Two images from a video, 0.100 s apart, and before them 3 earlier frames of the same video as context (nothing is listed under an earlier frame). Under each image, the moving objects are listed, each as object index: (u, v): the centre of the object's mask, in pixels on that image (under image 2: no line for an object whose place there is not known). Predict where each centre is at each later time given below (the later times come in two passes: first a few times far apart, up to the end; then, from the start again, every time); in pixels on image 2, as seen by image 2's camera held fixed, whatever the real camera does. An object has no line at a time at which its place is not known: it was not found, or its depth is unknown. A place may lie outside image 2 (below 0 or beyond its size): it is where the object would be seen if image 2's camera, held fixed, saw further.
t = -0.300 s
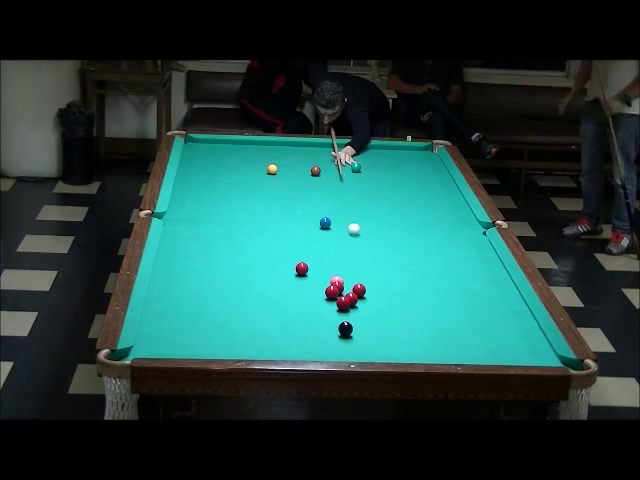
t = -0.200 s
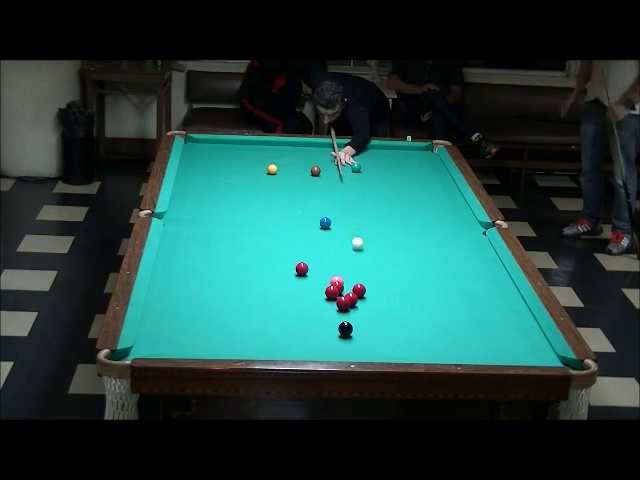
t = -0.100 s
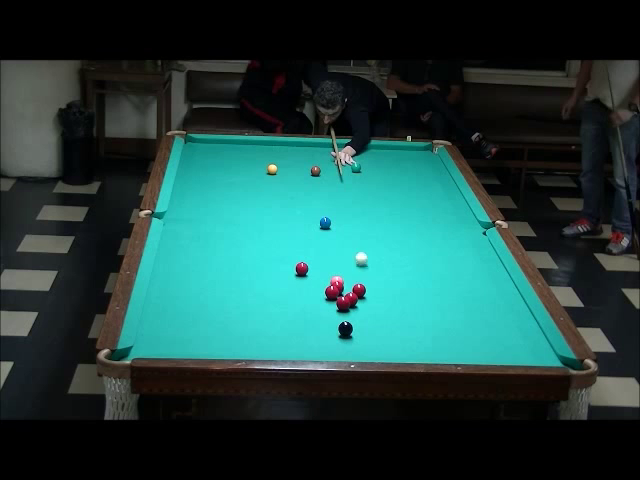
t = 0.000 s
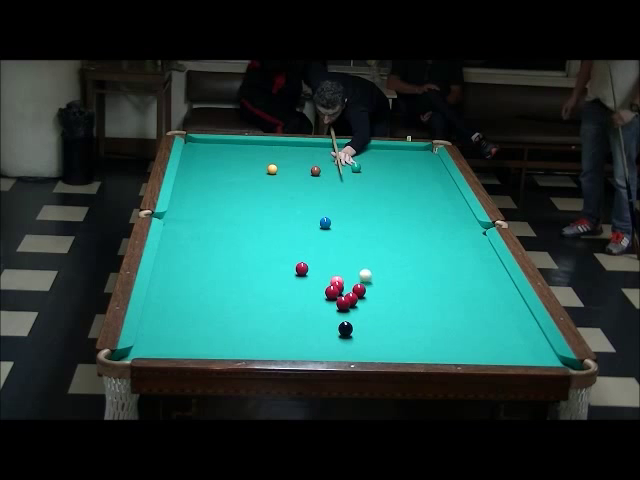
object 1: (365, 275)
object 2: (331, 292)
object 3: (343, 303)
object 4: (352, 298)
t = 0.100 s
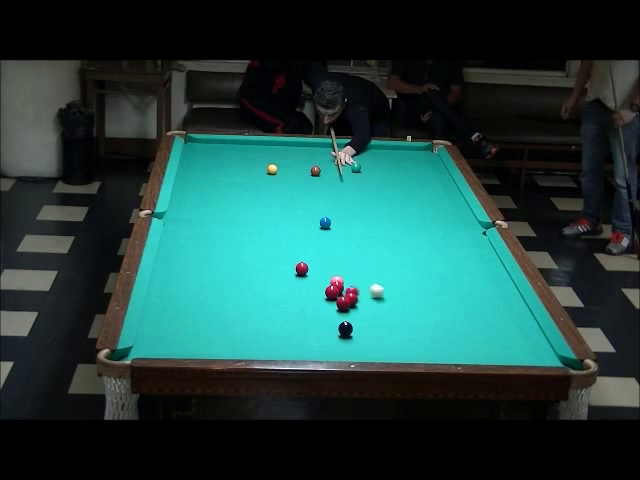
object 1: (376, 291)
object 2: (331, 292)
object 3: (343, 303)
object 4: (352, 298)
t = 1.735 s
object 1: (473, 273)
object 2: (186, 275)
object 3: (292, 332)
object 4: (412, 319)
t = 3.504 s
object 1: (381, 209)
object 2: (181, 272)
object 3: (286, 336)
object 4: (418, 321)
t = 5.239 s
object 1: (346, 182)
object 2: (181, 272)
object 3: (286, 336)
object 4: (418, 321)
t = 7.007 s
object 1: (339, 176)
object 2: (181, 272)
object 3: (286, 336)
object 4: (418, 321)
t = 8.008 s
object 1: (339, 176)
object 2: (181, 271)
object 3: (286, 336)
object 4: (418, 321)
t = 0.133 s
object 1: (384, 295)
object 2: (331, 292)
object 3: (342, 303)
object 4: (353, 299)
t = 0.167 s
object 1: (392, 299)
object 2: (326, 292)
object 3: (340, 304)
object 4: (354, 301)
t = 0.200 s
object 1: (399, 303)
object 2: (322, 291)
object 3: (339, 305)
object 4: (355, 301)
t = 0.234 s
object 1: (406, 308)
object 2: (318, 291)
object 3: (337, 306)
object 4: (357, 302)
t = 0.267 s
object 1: (413, 312)
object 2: (314, 290)
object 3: (336, 306)
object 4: (359, 302)
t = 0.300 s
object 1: (421, 317)
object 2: (310, 290)
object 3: (335, 308)
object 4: (361, 303)
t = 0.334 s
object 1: (428, 322)
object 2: (307, 290)
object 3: (333, 308)
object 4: (363, 303)
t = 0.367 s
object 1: (435, 327)
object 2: (303, 289)
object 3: (332, 309)
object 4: (365, 304)
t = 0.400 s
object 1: (443, 331)
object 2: (299, 289)
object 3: (331, 310)
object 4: (366, 305)
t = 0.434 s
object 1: (451, 336)
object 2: (296, 288)
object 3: (329, 310)
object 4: (368, 305)
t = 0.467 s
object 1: (458, 341)
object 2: (292, 288)
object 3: (328, 312)
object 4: (370, 305)
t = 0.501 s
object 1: (466, 346)
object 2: (289, 287)
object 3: (327, 312)
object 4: (372, 306)
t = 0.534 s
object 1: (475, 351)
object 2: (285, 287)
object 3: (326, 313)
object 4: (373, 307)
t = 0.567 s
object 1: (482, 353)
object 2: (282, 287)
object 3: (324, 314)
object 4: (375, 307)
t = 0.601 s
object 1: (490, 355)
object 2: (278, 287)
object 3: (323, 314)
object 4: (376, 308)
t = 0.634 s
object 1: (492, 353)
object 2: (275, 286)
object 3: (322, 315)
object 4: (378, 308)
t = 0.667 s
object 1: (494, 351)
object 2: (272, 286)
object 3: (321, 316)
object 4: (379, 309)
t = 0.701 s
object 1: (496, 349)
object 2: (268, 285)
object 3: (320, 316)
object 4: (381, 309)
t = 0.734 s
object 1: (498, 345)
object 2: (265, 285)
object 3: (319, 317)
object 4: (382, 310)
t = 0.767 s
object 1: (500, 342)
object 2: (262, 285)
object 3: (318, 318)
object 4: (384, 310)
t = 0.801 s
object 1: (502, 339)
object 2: (259, 284)
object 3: (316, 318)
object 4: (385, 311)
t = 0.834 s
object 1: (504, 336)
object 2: (255, 284)
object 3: (315, 319)
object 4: (387, 311)
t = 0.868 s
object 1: (506, 333)
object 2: (252, 283)
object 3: (314, 320)
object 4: (388, 311)
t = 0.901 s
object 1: (508, 330)
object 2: (249, 283)
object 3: (313, 320)
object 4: (389, 312)
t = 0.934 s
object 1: (510, 327)
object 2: (246, 283)
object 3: (312, 321)
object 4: (391, 312)
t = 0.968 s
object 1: (512, 324)
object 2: (243, 283)
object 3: (311, 321)
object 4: (392, 313)
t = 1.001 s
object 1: (513, 321)
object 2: (240, 282)
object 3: (310, 322)
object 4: (393, 313)
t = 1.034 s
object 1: (515, 318)
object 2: (238, 281)
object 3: (309, 323)
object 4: (394, 313)
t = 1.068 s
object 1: (517, 315)
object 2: (235, 281)
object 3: (308, 323)
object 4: (395, 314)
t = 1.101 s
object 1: (519, 313)
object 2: (232, 281)
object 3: (307, 324)
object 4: (397, 314)
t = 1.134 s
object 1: (520, 310)
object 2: (229, 281)
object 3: (306, 325)
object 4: (398, 315)
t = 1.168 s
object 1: (521, 307)
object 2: (226, 281)
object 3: (305, 325)
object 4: (399, 315)
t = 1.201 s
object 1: (519, 305)
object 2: (224, 280)
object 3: (305, 326)
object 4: (400, 315)
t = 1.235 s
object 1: (515, 303)
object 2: (221, 280)
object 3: (303, 326)
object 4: (401, 316)
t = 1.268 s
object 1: (512, 301)
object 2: (218, 279)
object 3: (302, 326)
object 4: (402, 316)
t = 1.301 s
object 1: (509, 299)
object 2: (216, 279)
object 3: (301, 327)
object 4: (403, 316)
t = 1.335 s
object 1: (506, 297)
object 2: (213, 279)
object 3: (301, 328)
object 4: (404, 316)
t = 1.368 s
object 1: (503, 294)
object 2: (211, 279)
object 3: (300, 328)
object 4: (405, 317)
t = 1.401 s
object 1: (500, 292)
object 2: (208, 279)
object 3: (299, 328)
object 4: (405, 317)
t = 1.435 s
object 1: (497, 290)
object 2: (206, 278)
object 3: (298, 329)
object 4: (406, 317)
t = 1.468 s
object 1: (494, 288)
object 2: (203, 278)
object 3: (298, 329)
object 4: (407, 318)
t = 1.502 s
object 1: (491, 286)
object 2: (201, 277)
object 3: (297, 330)
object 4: (408, 318)
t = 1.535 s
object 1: (488, 284)
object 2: (199, 277)
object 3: (296, 330)
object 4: (409, 318)
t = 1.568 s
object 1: (486, 282)
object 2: (197, 277)
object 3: (296, 330)
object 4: (409, 319)
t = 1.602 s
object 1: (483, 281)
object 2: (194, 277)
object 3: (295, 331)
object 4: (410, 319)
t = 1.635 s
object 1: (481, 279)
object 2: (192, 276)
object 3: (294, 331)
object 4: (410, 319)
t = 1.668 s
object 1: (478, 277)
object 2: (190, 276)
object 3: (294, 332)
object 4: (411, 319)
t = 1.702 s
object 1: (475, 275)
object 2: (188, 276)
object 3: (293, 332)
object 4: (412, 319)
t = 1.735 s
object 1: (473, 273)
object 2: (186, 275)
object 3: (292, 332)
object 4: (412, 319)
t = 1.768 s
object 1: (470, 271)
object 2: (184, 275)
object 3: (292, 332)
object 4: (413, 320)
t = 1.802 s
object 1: (468, 270)
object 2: (182, 275)
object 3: (292, 333)
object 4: (413, 320)
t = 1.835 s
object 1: (465, 268)
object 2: (180, 275)
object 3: (291, 333)
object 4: (414, 320)
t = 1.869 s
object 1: (463, 267)
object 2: (178, 275)
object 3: (291, 334)
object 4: (414, 320)
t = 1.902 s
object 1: (461, 265)
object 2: (176, 274)
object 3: (290, 334)
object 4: (415, 320)
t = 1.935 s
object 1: (458, 264)
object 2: (174, 274)
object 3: (290, 334)
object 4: (415, 320)
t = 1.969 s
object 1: (456, 262)
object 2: (172, 274)
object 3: (289, 334)
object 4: (416, 320)
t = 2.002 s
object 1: (454, 260)
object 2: (170, 274)
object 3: (289, 335)
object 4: (416, 320)
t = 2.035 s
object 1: (452, 259)
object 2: (169, 274)
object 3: (289, 335)
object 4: (416, 321)
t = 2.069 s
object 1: (450, 257)
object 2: (167, 273)
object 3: (289, 335)
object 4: (417, 321)
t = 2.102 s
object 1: (448, 256)
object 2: (165, 273)
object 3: (288, 335)
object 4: (417, 321)
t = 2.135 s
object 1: (445, 254)
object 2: (164, 273)
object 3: (288, 335)
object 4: (417, 321)
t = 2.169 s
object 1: (443, 253)
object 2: (162, 273)
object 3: (288, 335)
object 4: (417, 321)
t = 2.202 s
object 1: (441, 251)
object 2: (160, 273)
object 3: (288, 336)
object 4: (417, 321)
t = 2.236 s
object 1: (439, 250)
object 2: (159, 273)
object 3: (288, 336)
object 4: (418, 321)
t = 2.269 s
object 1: (437, 249)
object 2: (158, 272)
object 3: (287, 336)
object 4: (418, 321)
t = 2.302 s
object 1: (435, 247)
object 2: (159, 272)
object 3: (287, 336)
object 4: (418, 321)
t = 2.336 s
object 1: (433, 246)
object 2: (160, 272)
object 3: (287, 336)
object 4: (418, 321)
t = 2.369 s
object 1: (431, 245)
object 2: (161, 272)
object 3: (287, 336)
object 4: (418, 321)
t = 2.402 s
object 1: (430, 243)
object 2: (162, 272)
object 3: (287, 336)
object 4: (418, 321)
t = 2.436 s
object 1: (428, 242)
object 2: (163, 272)
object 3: (287, 336)
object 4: (418, 321)
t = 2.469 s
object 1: (426, 241)
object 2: (164, 272)
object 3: (287, 336)
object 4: (418, 321)
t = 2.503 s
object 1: (424, 240)
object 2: (165, 272)
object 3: (287, 336)
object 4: (418, 321)
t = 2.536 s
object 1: (422, 238)
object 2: (166, 272)
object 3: (287, 336)
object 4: (418, 321)
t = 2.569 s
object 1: (421, 237)
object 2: (167, 272)
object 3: (287, 336)
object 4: (418, 321)
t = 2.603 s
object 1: (419, 236)
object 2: (168, 272)
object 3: (287, 336)
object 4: (418, 321)
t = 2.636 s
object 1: (417, 234)
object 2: (169, 272)
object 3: (287, 336)
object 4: (418, 321)
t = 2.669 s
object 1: (416, 234)
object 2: (170, 272)
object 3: (286, 336)
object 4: (418, 321)
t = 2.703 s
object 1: (414, 232)
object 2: (171, 272)
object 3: (286, 336)
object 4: (418, 321)
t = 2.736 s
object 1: (412, 231)
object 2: (171, 272)
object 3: (286, 336)
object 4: (418, 321)
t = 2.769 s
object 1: (411, 230)
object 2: (172, 272)
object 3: (286, 336)
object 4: (418, 321)
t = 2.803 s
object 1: (409, 229)
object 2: (173, 272)
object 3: (286, 336)
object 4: (418, 321)
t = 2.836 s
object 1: (408, 228)
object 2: (173, 272)
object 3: (286, 336)
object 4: (418, 321)
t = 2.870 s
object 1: (406, 227)
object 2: (174, 272)
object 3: (286, 336)
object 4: (418, 321)
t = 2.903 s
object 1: (405, 226)
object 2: (175, 272)
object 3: (286, 336)
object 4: (418, 321)
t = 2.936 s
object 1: (403, 224)
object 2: (176, 272)
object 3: (286, 336)
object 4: (418, 321)
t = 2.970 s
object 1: (402, 224)
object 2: (176, 272)
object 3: (286, 336)
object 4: (418, 321)
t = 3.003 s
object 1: (400, 223)
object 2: (177, 272)
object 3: (286, 336)
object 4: (418, 321)
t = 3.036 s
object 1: (399, 222)
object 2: (177, 272)
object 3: (286, 336)
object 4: (418, 321)
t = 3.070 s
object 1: (397, 221)
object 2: (178, 272)
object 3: (286, 336)
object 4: (418, 321)
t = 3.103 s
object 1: (396, 220)
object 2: (178, 272)
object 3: (286, 336)
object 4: (418, 321)
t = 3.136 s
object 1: (395, 219)
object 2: (178, 271)
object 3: (286, 336)
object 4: (418, 321)
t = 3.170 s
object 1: (394, 218)
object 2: (179, 272)
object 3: (286, 336)
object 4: (418, 321)
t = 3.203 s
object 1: (392, 217)
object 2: (179, 271)
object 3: (286, 336)
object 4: (418, 321)
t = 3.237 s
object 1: (391, 216)
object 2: (179, 271)
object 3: (286, 336)
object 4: (418, 321)
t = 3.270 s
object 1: (390, 215)
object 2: (180, 272)
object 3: (286, 336)
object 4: (418, 321)
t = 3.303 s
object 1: (387, 213)
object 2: (180, 272)
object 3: (286, 336)
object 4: (418, 321)
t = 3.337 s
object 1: (386, 213)
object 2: (180, 271)
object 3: (286, 336)
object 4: (418, 321)
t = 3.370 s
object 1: (385, 212)
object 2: (181, 271)
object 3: (286, 336)
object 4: (418, 321)
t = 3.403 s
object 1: (384, 211)
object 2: (181, 272)
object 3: (286, 336)
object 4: (418, 321)
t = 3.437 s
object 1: (383, 210)
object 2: (181, 272)
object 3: (286, 336)
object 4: (418, 321)
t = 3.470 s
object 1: (382, 209)
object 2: (181, 272)
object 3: (286, 336)
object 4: (418, 321)
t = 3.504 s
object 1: (381, 209)
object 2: (181, 272)
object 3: (286, 336)
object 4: (418, 321)
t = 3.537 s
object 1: (380, 208)
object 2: (181, 272)
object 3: (286, 336)
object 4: (418, 321)
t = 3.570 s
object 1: (379, 207)
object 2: (181, 272)
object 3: (286, 336)
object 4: (418, 321)
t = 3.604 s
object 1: (378, 206)
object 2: (181, 272)
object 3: (286, 336)
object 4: (418, 321)
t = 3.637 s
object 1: (377, 206)
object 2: (181, 272)
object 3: (286, 336)
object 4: (418, 321)
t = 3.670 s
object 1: (376, 205)
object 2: (181, 272)
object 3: (286, 336)
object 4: (418, 321)
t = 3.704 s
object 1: (375, 204)
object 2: (181, 272)
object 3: (286, 336)
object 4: (418, 321)
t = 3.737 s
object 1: (374, 203)
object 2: (181, 272)
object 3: (286, 336)
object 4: (418, 321)
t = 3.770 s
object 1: (373, 203)
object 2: (181, 272)
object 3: (286, 336)
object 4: (418, 321)
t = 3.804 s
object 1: (372, 202)
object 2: (181, 272)
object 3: (286, 336)
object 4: (418, 321)
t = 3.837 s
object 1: (371, 201)
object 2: (181, 272)
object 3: (286, 336)
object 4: (418, 321)
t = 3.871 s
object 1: (370, 201)
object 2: (181, 272)
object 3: (286, 336)
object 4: (418, 321)
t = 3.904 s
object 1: (369, 200)
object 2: (181, 272)
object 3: (286, 336)
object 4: (418, 321)
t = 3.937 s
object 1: (368, 199)
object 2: (181, 272)
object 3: (286, 336)
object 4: (418, 321)
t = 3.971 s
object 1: (368, 199)
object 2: (181, 272)
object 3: (286, 336)
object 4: (418, 321)
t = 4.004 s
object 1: (367, 198)
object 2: (181, 272)
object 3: (286, 336)
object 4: (418, 321)
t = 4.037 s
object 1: (366, 198)
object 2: (181, 272)
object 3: (286, 336)
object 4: (418, 321)
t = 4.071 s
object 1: (365, 197)
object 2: (181, 272)
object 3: (286, 336)
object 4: (418, 321)
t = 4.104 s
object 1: (365, 197)
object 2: (181, 272)
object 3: (286, 336)
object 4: (418, 321)
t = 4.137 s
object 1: (364, 196)
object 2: (181, 272)
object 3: (286, 336)
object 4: (418, 321)
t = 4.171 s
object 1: (363, 195)
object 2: (181, 272)
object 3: (286, 336)
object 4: (418, 321)
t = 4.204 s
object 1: (362, 195)
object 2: (181, 272)
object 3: (286, 336)
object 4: (418, 321)
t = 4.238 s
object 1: (362, 194)
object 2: (181, 272)
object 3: (286, 336)
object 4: (418, 321)
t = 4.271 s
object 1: (361, 193)
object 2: (181, 272)
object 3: (286, 336)
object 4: (418, 321)
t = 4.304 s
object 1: (360, 193)
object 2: (181, 272)
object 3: (286, 336)
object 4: (418, 321)
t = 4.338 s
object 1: (360, 193)
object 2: (181, 272)
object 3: (286, 336)
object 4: (418, 321)
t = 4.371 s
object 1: (359, 192)
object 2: (181, 272)
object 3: (286, 336)
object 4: (418, 321)
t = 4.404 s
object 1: (358, 191)
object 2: (181, 272)
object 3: (286, 336)
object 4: (418, 321)
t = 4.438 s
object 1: (358, 191)
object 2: (181, 272)
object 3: (286, 336)
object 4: (418, 321)
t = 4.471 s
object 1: (357, 191)
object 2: (181, 272)
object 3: (286, 336)
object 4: (418, 321)
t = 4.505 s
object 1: (356, 190)
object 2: (181, 272)
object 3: (286, 336)
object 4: (418, 321)
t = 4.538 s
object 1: (356, 189)
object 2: (181, 272)
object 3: (286, 336)
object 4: (418, 321)
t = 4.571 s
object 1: (355, 189)
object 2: (181, 272)
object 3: (286, 336)
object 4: (418, 321)
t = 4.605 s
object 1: (354, 189)
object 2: (181, 272)
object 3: (286, 336)
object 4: (418, 321)
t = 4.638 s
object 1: (354, 188)
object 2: (181, 272)
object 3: (286, 336)
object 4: (418, 321)
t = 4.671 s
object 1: (353, 187)
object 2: (181, 272)
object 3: (286, 336)
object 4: (418, 321)
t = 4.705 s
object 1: (353, 187)
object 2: (181, 272)
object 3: (286, 336)
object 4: (418, 321)
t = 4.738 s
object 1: (352, 187)
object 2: (181, 272)
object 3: (286, 336)
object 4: (418, 321)
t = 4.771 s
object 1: (352, 187)
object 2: (181, 272)
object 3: (286, 336)
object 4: (418, 321)
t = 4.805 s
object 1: (351, 186)
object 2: (181, 272)
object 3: (286, 336)
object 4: (418, 321)
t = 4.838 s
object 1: (351, 186)
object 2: (181, 272)
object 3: (286, 336)
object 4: (418, 321)
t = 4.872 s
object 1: (350, 185)
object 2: (181, 272)
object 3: (286, 336)
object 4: (418, 321)
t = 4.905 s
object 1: (350, 185)
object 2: (181, 272)
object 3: (286, 336)
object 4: (418, 321)
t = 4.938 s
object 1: (349, 185)
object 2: (181, 272)
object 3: (286, 336)
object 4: (418, 321)
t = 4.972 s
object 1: (349, 184)
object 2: (181, 272)
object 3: (286, 336)
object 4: (418, 321)
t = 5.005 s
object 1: (348, 184)
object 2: (181, 272)
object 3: (286, 336)
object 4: (418, 321)
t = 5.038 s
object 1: (348, 183)
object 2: (181, 272)
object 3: (286, 336)
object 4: (418, 321)
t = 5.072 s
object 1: (348, 183)
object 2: (181, 272)
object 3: (286, 336)
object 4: (418, 321)
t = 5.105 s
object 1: (347, 183)
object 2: (181, 272)
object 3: (286, 336)
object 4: (418, 321)
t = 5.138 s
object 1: (347, 183)
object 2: (181, 272)
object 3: (286, 336)
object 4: (418, 321)
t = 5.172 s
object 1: (347, 182)
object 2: (181, 272)
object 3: (286, 336)
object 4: (418, 321)
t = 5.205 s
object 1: (346, 182)
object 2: (181, 272)
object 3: (286, 336)
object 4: (418, 321)
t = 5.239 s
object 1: (346, 182)
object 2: (181, 272)
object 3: (286, 336)
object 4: (418, 321)
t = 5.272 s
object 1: (346, 181)
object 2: (181, 272)
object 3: (286, 336)
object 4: (418, 321)
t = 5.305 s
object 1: (345, 181)
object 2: (181, 272)
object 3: (286, 336)
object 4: (418, 321)
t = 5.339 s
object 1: (345, 181)
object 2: (181, 272)
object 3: (286, 336)
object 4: (418, 321)
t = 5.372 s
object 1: (345, 181)
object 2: (181, 272)
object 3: (286, 336)
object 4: (418, 321)
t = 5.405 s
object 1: (344, 180)
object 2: (181, 272)
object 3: (286, 336)
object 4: (418, 321)
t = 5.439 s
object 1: (344, 180)
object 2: (181, 272)
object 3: (286, 336)
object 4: (418, 321)
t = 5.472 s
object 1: (344, 180)
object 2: (181, 272)
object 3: (286, 336)
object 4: (418, 321)
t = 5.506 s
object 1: (344, 180)
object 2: (181, 272)
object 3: (286, 336)
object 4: (418, 321)
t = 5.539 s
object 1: (343, 179)
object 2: (181, 272)
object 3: (286, 336)
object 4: (418, 321)
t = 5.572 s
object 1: (343, 179)
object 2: (181, 272)
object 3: (286, 336)
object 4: (418, 321)
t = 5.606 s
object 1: (343, 179)
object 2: (181, 272)
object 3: (286, 336)
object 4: (418, 321)
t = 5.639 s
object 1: (343, 179)
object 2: (181, 272)
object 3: (286, 336)
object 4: (418, 321)
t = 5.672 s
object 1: (343, 178)
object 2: (181, 272)
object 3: (286, 336)
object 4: (418, 321)
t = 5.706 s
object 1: (342, 178)
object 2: (181, 272)
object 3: (286, 336)
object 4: (418, 321)
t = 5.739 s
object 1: (342, 178)
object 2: (181, 272)
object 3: (286, 336)
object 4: (418, 321)
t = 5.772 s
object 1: (342, 178)
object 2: (181, 272)
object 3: (286, 336)
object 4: (418, 321)
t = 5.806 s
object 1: (342, 178)
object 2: (181, 272)
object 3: (286, 336)
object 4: (418, 321)
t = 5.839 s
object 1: (342, 178)
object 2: (181, 272)
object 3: (286, 336)
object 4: (418, 321)
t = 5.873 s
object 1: (342, 178)
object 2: (181, 272)
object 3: (286, 336)
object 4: (418, 321)
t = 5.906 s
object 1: (341, 177)
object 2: (181, 272)
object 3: (286, 336)
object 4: (418, 321)
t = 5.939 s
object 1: (341, 177)
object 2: (181, 272)
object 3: (286, 336)
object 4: (418, 321)
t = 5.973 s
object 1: (341, 177)
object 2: (181, 272)
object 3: (286, 336)
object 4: (418, 321)
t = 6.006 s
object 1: (341, 177)
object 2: (181, 272)
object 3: (286, 336)
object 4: (418, 321)
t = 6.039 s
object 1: (341, 177)
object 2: (181, 272)
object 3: (286, 336)
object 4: (418, 321)
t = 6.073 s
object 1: (341, 177)
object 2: (181, 272)
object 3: (286, 336)
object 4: (418, 321)
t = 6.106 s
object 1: (341, 177)
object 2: (181, 272)
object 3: (286, 336)
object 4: (418, 321)
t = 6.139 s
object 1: (341, 177)
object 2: (181, 272)
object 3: (286, 336)
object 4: (418, 321)
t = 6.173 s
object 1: (340, 176)
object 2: (181, 272)
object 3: (286, 336)
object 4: (418, 321)
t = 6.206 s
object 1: (340, 176)
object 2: (181, 272)
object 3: (286, 336)
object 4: (418, 321)
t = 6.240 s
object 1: (340, 176)
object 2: (181, 272)
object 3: (286, 336)
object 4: (418, 321)
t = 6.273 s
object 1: (340, 176)
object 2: (181, 272)
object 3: (286, 336)
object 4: (418, 321)
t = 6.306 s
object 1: (340, 176)
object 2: (181, 272)
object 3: (286, 336)
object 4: (418, 321)
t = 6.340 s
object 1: (340, 176)
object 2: (181, 272)
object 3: (286, 336)
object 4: (418, 321)
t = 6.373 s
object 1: (340, 176)
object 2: (181, 272)
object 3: (286, 336)
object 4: (418, 321)
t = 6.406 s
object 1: (339, 176)
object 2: (181, 272)
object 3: (286, 336)
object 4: (418, 321)
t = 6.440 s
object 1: (339, 176)
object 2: (181, 272)
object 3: (286, 336)
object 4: (418, 321)
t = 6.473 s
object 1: (339, 176)
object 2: (181, 272)
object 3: (286, 336)
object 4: (418, 321)
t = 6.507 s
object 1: (339, 176)
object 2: (181, 272)
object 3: (286, 336)
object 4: (418, 321)
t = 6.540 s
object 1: (339, 176)
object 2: (181, 272)
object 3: (286, 336)
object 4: (418, 321)
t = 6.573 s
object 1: (339, 176)
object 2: (181, 272)
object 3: (286, 336)
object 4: (418, 321)
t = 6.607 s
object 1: (339, 176)
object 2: (181, 272)
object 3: (286, 336)
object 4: (418, 321)
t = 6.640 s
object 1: (339, 176)
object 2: (181, 272)
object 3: (286, 336)
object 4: (418, 321)
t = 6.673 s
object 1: (339, 176)
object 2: (181, 272)
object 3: (286, 336)
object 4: (418, 321)
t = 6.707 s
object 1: (339, 176)
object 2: (181, 272)
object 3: (286, 336)
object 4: (418, 321)
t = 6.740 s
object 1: (339, 176)
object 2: (181, 272)
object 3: (286, 336)
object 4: (418, 321)
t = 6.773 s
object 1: (339, 176)
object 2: (181, 272)
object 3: (286, 336)
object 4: (418, 321)
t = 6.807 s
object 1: (339, 176)
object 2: (181, 272)
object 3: (286, 336)
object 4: (418, 321)
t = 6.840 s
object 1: (339, 176)
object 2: (181, 272)
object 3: (286, 336)
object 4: (418, 321)
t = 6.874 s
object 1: (339, 176)
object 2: (181, 272)
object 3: (286, 336)
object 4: (418, 321)
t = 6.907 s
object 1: (339, 176)
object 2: (181, 272)
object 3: (286, 336)
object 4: (418, 321)
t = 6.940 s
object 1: (339, 176)
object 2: (181, 272)
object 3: (286, 336)
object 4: (418, 321)
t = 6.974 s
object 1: (339, 176)
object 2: (181, 272)
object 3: (286, 336)
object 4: (418, 321)
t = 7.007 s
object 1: (339, 176)
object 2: (181, 272)
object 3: (286, 336)
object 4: (418, 321)
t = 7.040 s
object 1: (339, 176)
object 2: (181, 272)
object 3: (286, 336)
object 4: (418, 321)
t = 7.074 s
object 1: (339, 176)
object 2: (181, 272)
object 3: (286, 336)
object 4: (418, 321)
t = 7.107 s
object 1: (339, 176)
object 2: (181, 272)
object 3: (286, 336)
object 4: (418, 321)
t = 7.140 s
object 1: (339, 176)
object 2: (181, 272)
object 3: (286, 336)
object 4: (418, 321)
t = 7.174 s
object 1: (339, 176)
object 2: (181, 272)
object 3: (286, 336)
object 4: (418, 321)
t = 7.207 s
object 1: (339, 176)
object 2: (181, 272)
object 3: (286, 336)
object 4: (418, 321)
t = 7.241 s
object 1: (339, 176)
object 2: (181, 272)
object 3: (286, 336)
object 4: (418, 321)
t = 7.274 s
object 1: (339, 176)
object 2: (181, 272)
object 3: (286, 336)
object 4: (418, 321)
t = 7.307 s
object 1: (339, 176)
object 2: (181, 272)
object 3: (286, 336)
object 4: (418, 321)
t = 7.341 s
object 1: (339, 176)
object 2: (181, 272)
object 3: (286, 336)
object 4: (418, 321)
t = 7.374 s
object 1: (339, 176)
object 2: (181, 272)
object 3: (286, 336)
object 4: (418, 321)
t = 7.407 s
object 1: (339, 176)
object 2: (181, 272)
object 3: (286, 336)
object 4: (418, 321)
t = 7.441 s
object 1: (339, 176)
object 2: (181, 272)
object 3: (286, 336)
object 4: (418, 321)
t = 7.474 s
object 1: (339, 176)
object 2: (181, 272)
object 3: (286, 336)
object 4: (418, 321)
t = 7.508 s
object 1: (339, 176)
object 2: (181, 272)
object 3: (286, 336)
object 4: (418, 321)
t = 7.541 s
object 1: (339, 176)
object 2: (181, 272)
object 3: (286, 336)
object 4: (418, 321)
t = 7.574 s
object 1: (339, 176)
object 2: (181, 272)
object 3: (286, 336)
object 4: (418, 321)
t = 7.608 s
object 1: (339, 176)
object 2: (181, 272)
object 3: (286, 336)
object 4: (418, 321)
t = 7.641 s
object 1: (339, 176)
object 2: (181, 272)
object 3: (286, 336)
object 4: (418, 321)
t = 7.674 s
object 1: (339, 176)
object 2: (181, 272)
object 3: (286, 336)
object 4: (418, 321)
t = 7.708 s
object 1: (339, 176)
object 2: (181, 272)
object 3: (286, 336)
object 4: (418, 321)
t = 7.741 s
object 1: (339, 176)
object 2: (181, 272)
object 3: (286, 336)
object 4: (418, 321)
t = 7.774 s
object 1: (339, 176)
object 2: (181, 271)
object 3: (286, 336)
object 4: (418, 321)
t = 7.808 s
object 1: (339, 176)
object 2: (181, 272)
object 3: (286, 336)
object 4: (418, 321)
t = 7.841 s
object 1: (339, 176)
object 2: (181, 271)
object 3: (286, 336)
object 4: (418, 321)
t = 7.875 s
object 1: (339, 176)
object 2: (181, 271)
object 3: (286, 336)
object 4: (418, 321)
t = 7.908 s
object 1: (339, 176)
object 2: (181, 271)
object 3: (286, 336)
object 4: (418, 321)
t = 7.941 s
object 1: (339, 176)
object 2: (181, 271)
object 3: (286, 336)
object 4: (418, 321)
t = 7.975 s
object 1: (339, 176)
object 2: (181, 271)
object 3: (286, 336)
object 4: (418, 321)
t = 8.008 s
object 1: (339, 176)
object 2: (181, 271)
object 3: (286, 336)
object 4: (418, 321)
